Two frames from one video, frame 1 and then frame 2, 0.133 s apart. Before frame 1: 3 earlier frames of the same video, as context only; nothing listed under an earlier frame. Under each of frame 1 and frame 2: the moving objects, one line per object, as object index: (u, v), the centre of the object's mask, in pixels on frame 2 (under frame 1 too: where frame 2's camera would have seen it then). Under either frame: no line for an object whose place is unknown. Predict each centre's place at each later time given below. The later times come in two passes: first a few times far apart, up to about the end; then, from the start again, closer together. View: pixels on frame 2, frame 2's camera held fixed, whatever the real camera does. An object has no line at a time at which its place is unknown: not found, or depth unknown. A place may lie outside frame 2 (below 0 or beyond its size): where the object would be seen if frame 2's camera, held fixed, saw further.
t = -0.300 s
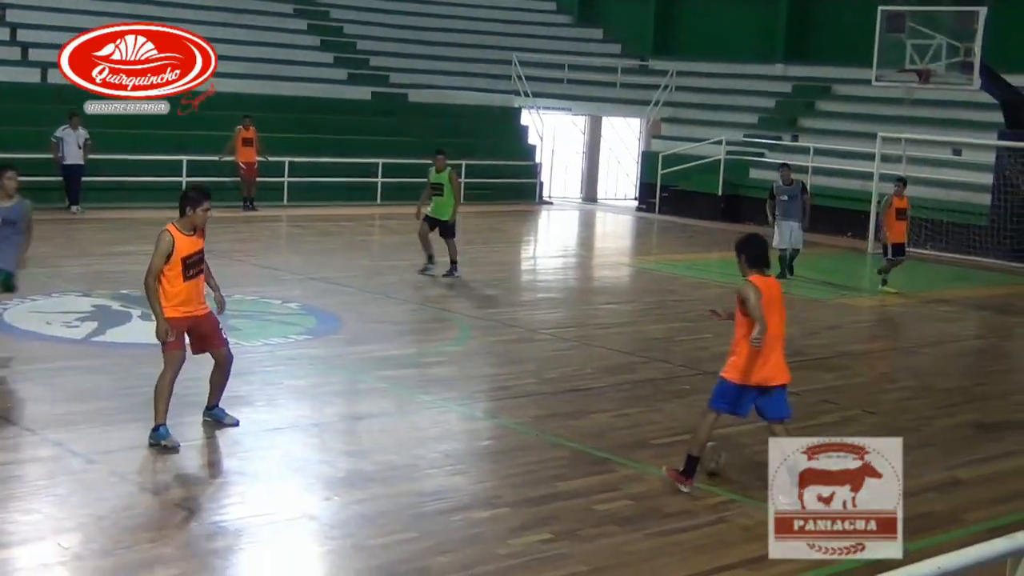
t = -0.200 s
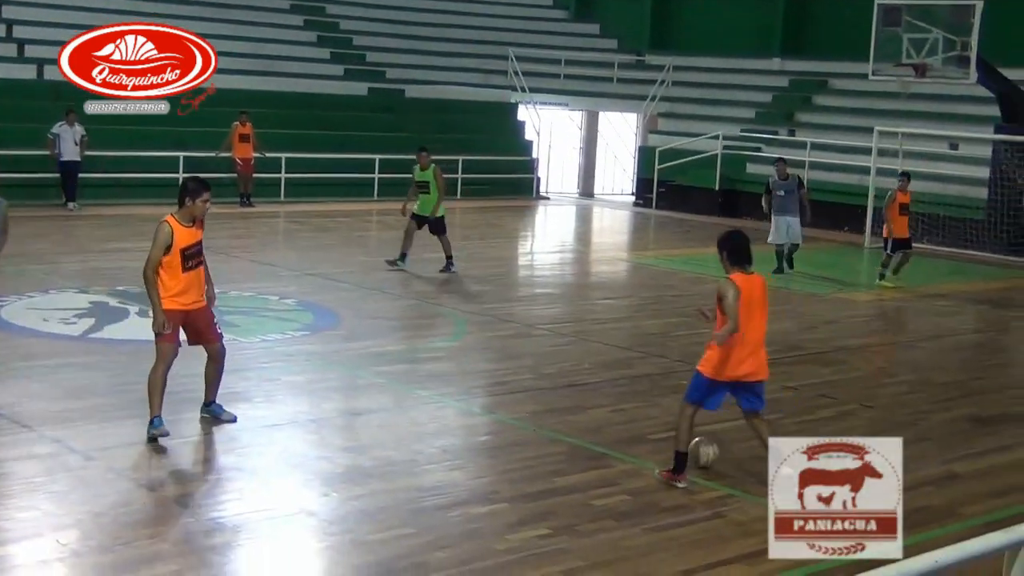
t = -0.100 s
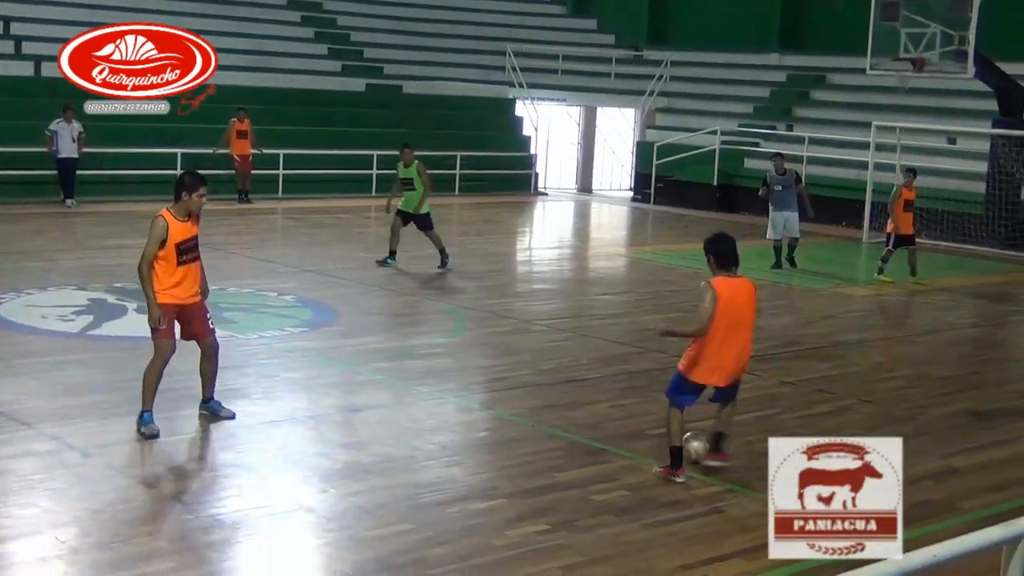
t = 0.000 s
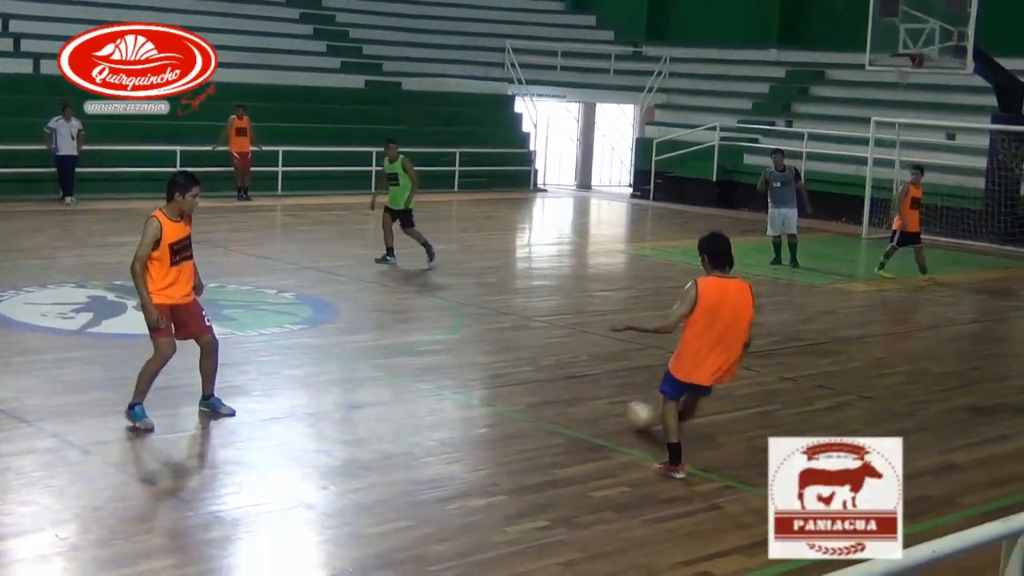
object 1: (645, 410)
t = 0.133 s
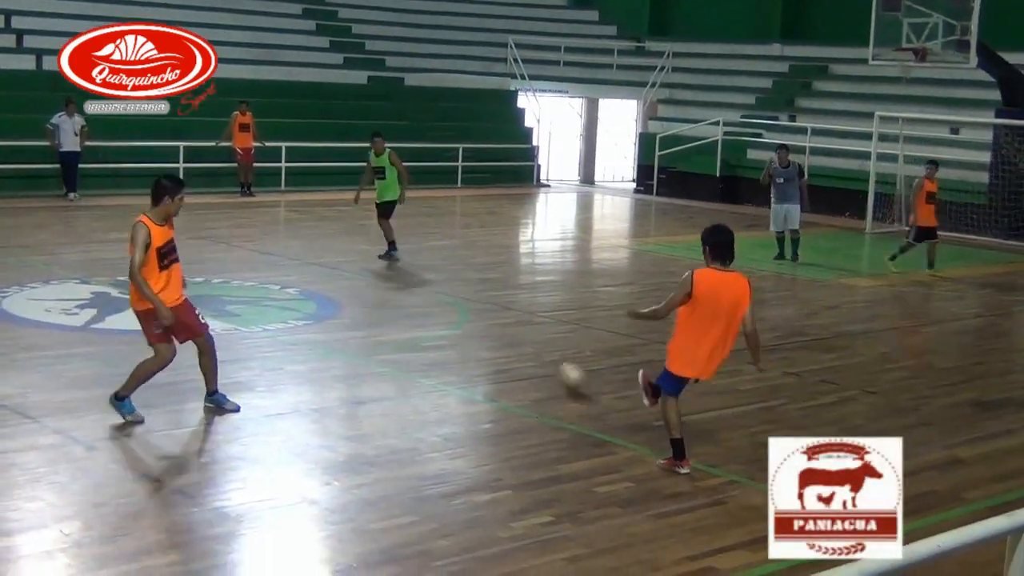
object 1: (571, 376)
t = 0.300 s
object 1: (501, 346)
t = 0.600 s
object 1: (418, 306)
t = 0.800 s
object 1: (378, 288)
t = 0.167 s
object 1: (556, 368)
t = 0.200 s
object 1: (541, 363)
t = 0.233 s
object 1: (527, 357)
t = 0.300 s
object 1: (501, 346)
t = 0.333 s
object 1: (489, 340)
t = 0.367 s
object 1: (479, 335)
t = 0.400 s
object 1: (468, 331)
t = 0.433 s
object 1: (459, 325)
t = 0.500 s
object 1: (441, 317)
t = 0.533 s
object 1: (433, 313)
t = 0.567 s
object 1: (425, 309)
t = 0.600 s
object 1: (418, 306)
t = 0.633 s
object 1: (410, 303)
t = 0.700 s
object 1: (397, 296)
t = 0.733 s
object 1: (390, 294)
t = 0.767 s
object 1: (385, 291)
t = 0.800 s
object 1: (378, 288)
